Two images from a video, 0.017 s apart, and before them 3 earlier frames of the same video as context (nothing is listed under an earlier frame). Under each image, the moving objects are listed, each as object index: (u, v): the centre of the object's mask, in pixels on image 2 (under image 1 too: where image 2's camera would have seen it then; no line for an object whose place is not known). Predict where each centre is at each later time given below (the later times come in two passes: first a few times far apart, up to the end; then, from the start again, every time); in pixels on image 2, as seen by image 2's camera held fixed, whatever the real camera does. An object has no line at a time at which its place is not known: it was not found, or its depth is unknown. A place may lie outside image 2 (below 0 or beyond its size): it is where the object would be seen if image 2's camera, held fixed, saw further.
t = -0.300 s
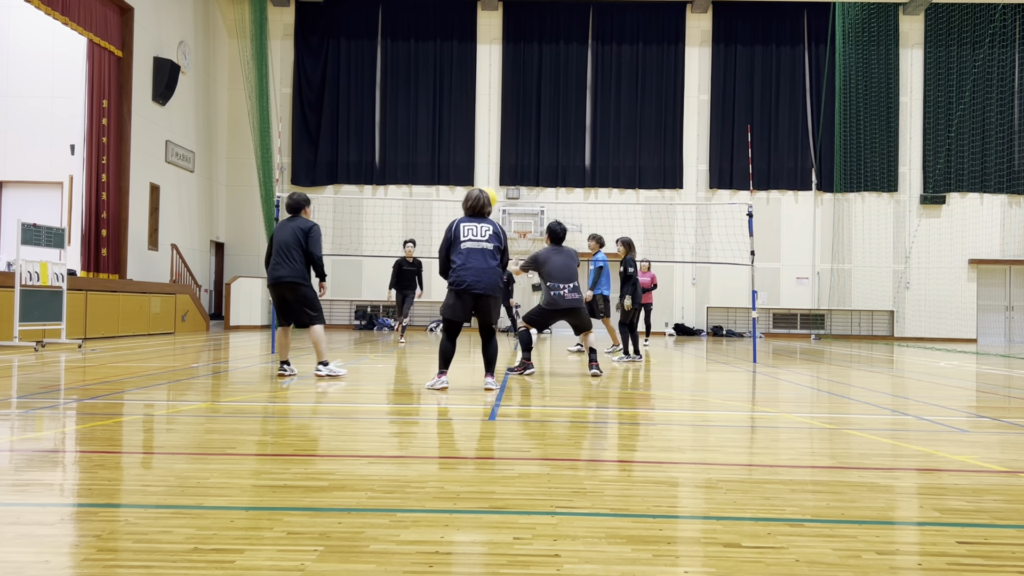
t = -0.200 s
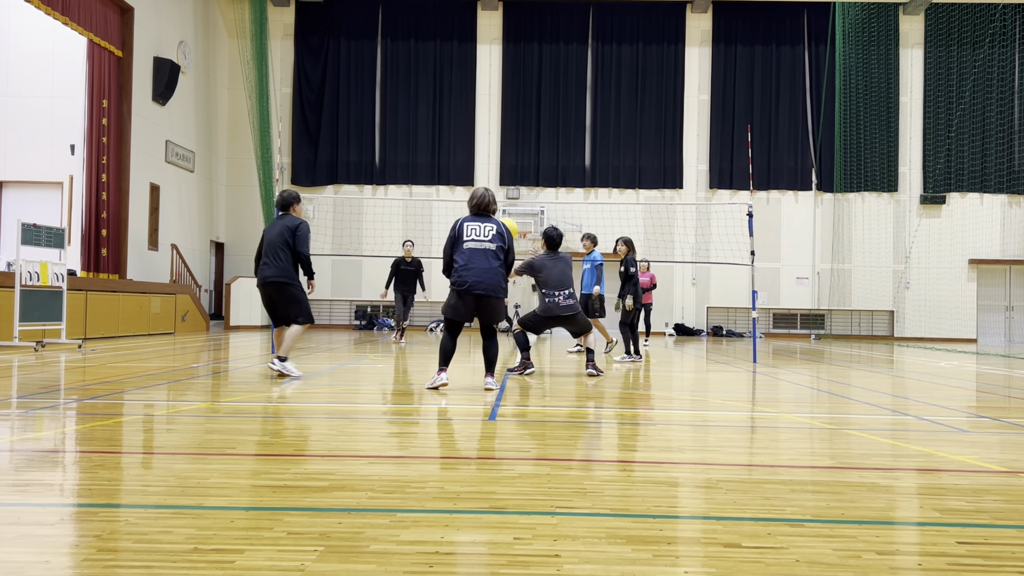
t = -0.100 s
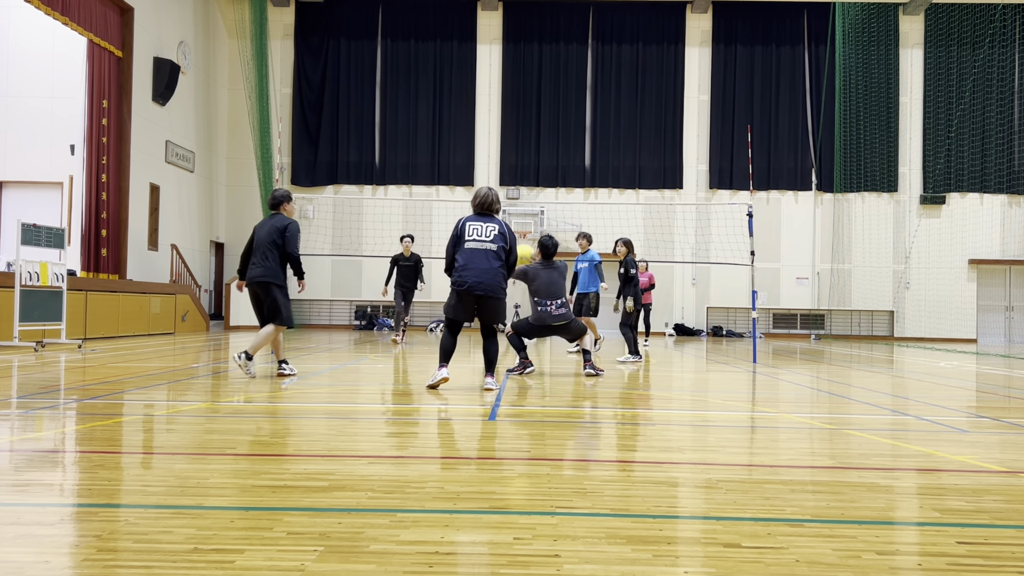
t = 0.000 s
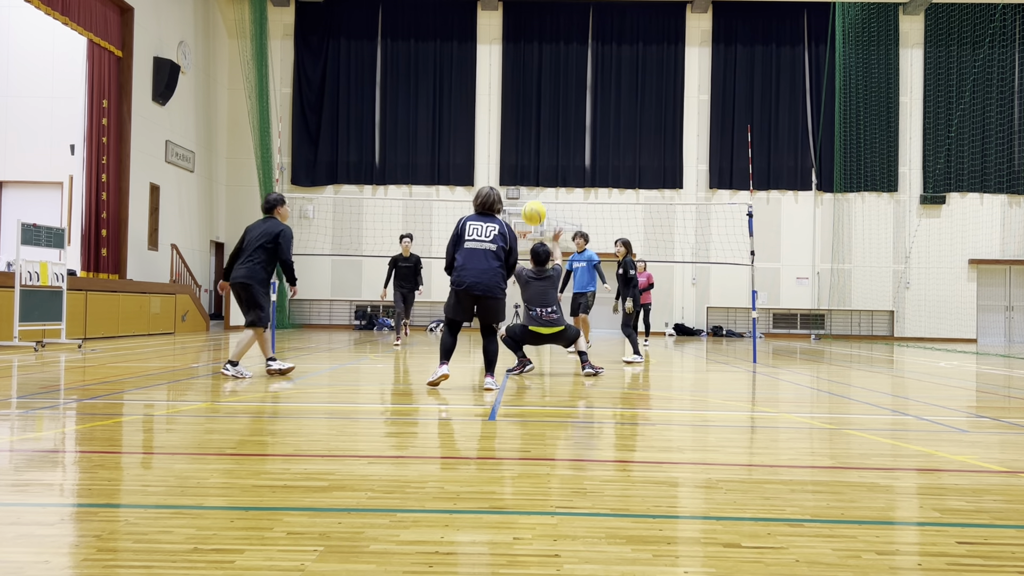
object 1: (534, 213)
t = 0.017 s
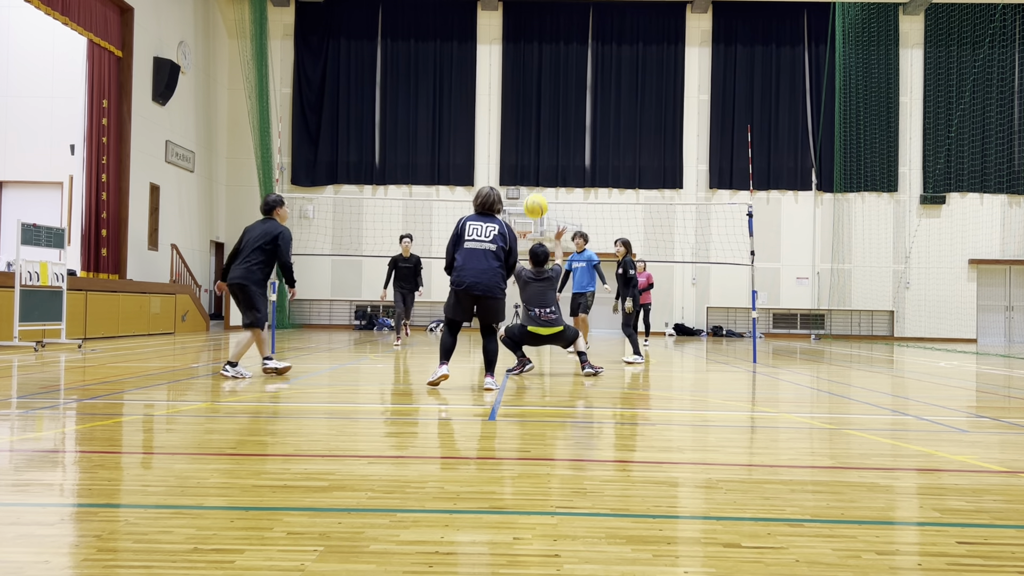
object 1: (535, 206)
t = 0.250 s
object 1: (558, 144)
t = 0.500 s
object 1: (579, 136)
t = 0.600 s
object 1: (587, 148)
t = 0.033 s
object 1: (537, 199)
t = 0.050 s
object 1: (539, 193)
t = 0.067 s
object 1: (541, 187)
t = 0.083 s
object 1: (542, 182)
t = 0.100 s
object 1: (544, 177)
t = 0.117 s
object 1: (545, 172)
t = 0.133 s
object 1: (547, 168)
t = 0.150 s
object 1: (549, 163)
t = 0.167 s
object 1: (550, 159)
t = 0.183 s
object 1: (552, 156)
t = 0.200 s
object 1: (553, 152)
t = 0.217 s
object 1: (555, 149)
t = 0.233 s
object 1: (556, 146)
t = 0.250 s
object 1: (558, 144)
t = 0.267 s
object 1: (559, 141)
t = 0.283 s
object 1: (561, 139)
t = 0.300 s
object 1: (562, 137)
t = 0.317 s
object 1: (564, 136)
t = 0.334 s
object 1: (565, 135)
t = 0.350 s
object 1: (567, 134)
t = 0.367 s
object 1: (568, 133)
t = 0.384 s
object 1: (570, 132)
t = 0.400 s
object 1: (571, 132)
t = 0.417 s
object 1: (572, 132)
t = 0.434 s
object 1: (574, 132)
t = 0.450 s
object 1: (575, 133)
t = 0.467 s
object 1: (577, 134)
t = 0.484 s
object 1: (578, 135)
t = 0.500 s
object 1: (579, 136)
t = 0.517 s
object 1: (580, 137)
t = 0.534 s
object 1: (582, 139)
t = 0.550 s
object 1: (583, 141)
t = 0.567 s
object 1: (584, 143)
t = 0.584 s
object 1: (585, 145)
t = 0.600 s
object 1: (587, 148)
